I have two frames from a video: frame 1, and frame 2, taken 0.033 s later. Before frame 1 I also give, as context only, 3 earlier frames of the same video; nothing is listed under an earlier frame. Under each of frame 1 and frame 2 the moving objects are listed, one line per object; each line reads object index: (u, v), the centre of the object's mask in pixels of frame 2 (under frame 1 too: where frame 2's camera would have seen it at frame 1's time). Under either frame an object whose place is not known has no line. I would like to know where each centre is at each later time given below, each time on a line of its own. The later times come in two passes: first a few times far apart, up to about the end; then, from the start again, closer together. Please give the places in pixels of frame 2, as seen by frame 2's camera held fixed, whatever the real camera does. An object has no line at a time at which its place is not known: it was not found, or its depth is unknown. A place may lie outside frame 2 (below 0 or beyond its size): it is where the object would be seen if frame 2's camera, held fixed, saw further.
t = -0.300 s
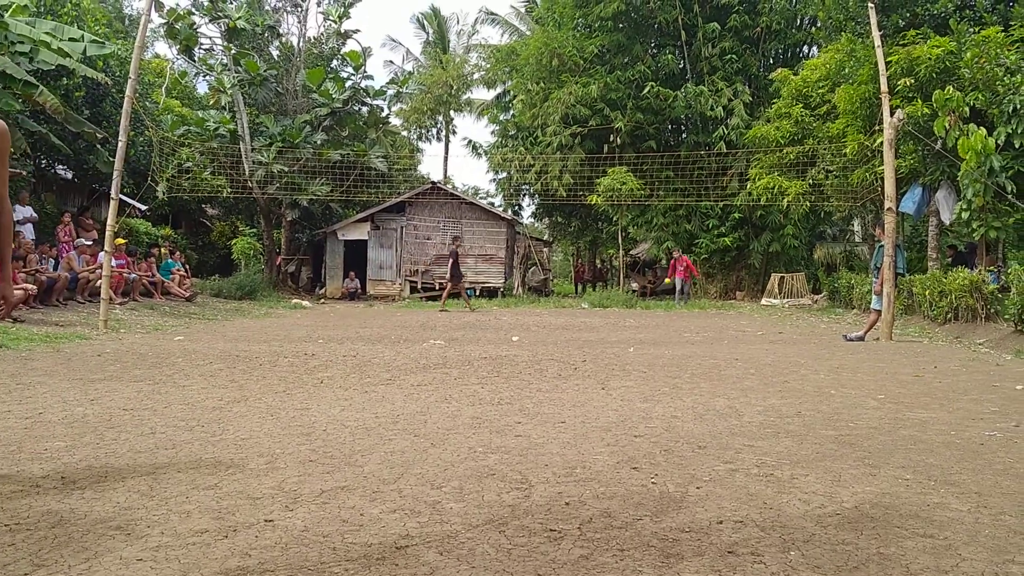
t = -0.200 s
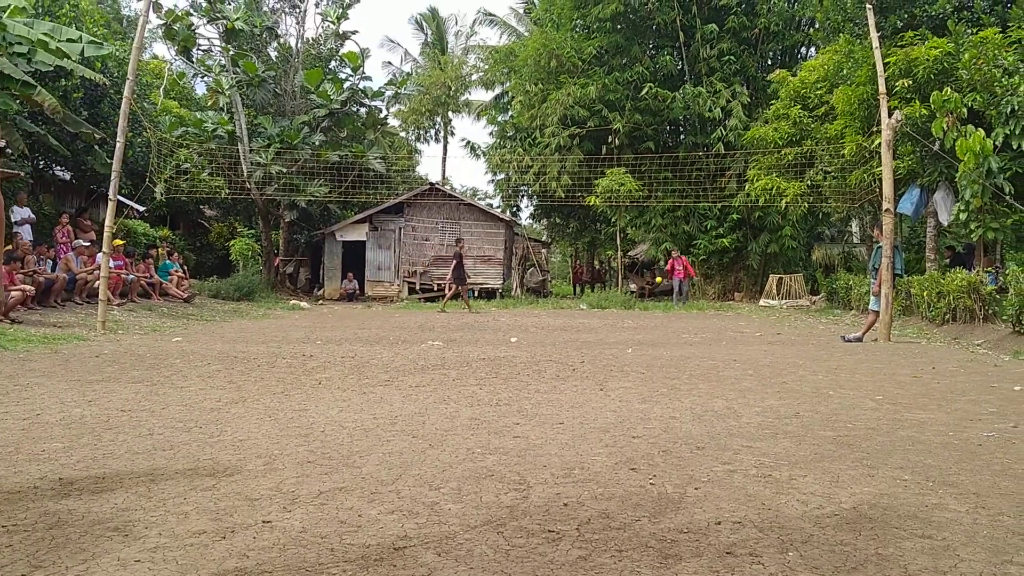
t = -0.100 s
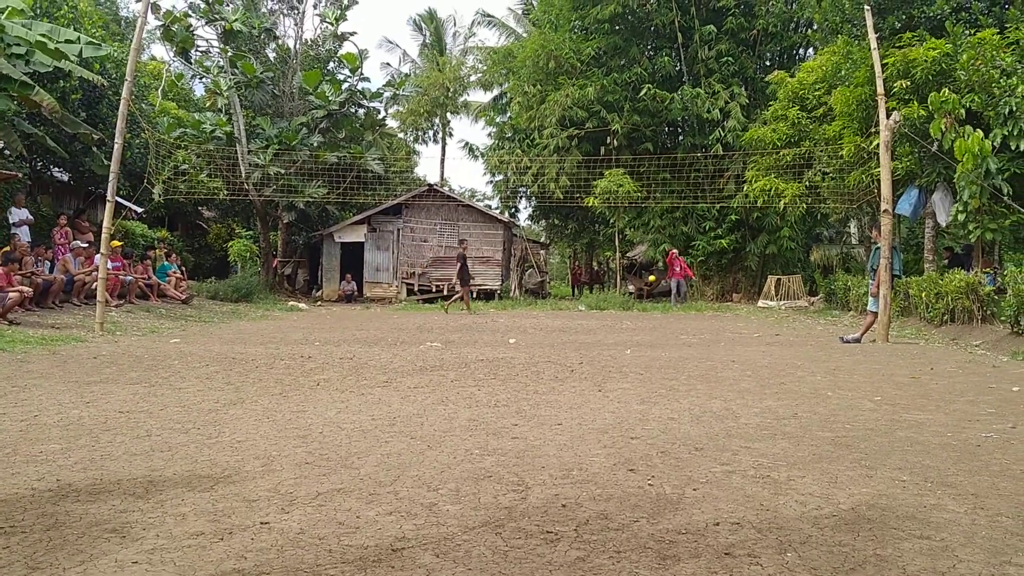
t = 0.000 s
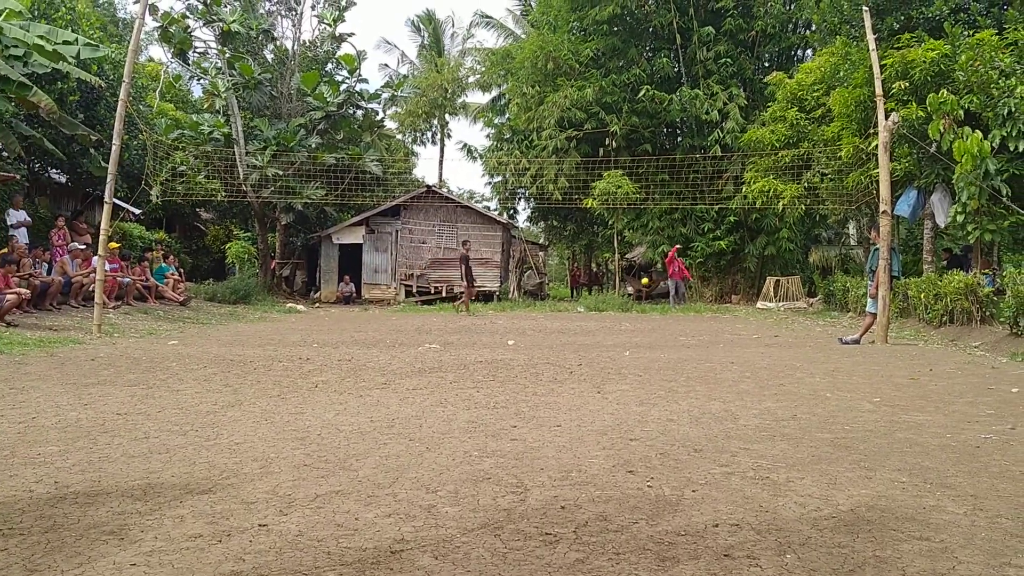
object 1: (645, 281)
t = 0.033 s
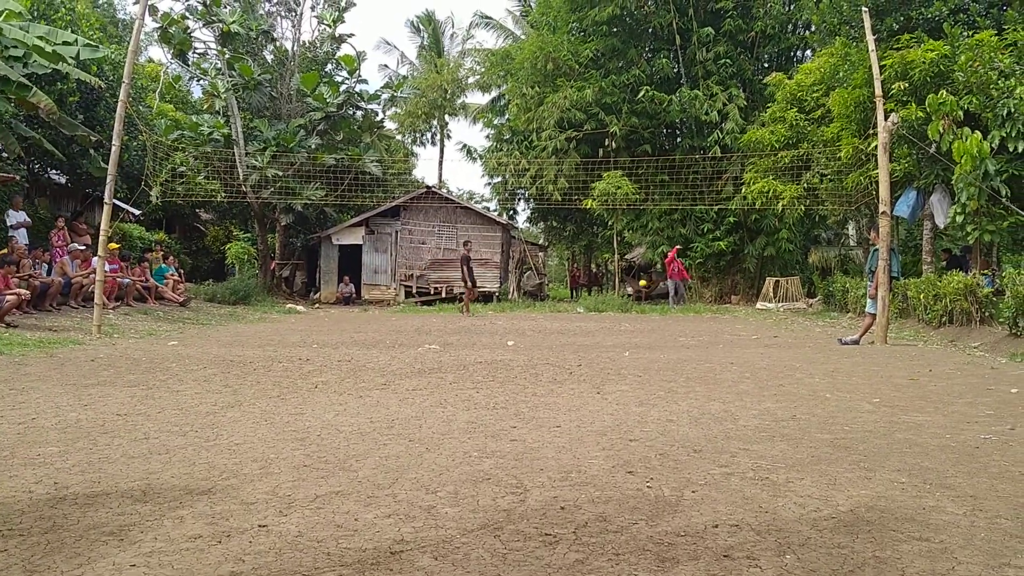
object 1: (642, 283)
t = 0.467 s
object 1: (611, 319)
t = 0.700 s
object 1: (594, 317)
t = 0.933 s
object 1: (575, 332)
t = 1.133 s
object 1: (555, 334)
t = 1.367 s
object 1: (526, 341)
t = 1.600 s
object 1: (492, 346)
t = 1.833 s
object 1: (453, 356)
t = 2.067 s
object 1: (403, 372)
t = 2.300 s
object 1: (338, 386)
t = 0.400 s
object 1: (616, 318)
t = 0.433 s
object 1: (613, 318)
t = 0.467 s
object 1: (611, 319)
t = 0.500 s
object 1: (608, 320)
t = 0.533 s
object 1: (606, 322)
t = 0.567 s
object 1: (603, 324)
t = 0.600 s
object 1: (601, 322)
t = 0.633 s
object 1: (598, 319)
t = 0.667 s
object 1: (597, 318)
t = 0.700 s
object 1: (594, 317)
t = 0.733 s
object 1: (591, 317)
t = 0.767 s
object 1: (589, 317)
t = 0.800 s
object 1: (586, 318)
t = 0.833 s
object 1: (584, 321)
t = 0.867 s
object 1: (581, 324)
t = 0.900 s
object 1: (578, 328)
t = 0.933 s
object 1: (575, 332)
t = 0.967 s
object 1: (572, 331)
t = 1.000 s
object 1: (569, 329)
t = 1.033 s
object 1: (566, 329)
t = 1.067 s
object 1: (562, 330)
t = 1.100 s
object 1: (559, 331)
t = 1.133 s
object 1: (555, 334)
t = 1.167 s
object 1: (551, 337)
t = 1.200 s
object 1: (548, 336)
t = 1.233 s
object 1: (544, 337)
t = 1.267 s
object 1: (540, 338)
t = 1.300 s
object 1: (535, 340)
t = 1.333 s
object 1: (531, 342)
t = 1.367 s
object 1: (526, 341)
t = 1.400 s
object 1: (522, 341)
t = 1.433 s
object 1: (517, 342)
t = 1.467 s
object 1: (512, 344)
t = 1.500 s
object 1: (507, 347)
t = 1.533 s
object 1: (502, 348)
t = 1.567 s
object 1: (497, 346)
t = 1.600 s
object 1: (492, 346)
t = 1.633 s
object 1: (487, 346)
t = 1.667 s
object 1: (481, 348)
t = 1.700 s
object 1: (476, 352)
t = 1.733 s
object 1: (471, 356)
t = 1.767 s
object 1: (465, 359)
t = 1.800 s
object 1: (459, 357)
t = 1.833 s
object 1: (453, 356)
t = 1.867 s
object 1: (446, 356)
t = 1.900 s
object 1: (440, 358)
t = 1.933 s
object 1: (433, 362)
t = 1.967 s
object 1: (426, 367)
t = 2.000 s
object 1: (419, 373)
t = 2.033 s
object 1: (411, 372)
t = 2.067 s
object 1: (403, 372)
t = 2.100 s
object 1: (395, 373)
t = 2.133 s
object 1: (386, 377)
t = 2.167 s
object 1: (378, 382)
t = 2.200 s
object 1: (368, 388)
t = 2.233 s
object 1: (359, 386)
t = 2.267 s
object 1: (349, 385)
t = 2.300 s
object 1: (338, 386)
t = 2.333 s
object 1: (327, 389)
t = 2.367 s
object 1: (315, 394)
